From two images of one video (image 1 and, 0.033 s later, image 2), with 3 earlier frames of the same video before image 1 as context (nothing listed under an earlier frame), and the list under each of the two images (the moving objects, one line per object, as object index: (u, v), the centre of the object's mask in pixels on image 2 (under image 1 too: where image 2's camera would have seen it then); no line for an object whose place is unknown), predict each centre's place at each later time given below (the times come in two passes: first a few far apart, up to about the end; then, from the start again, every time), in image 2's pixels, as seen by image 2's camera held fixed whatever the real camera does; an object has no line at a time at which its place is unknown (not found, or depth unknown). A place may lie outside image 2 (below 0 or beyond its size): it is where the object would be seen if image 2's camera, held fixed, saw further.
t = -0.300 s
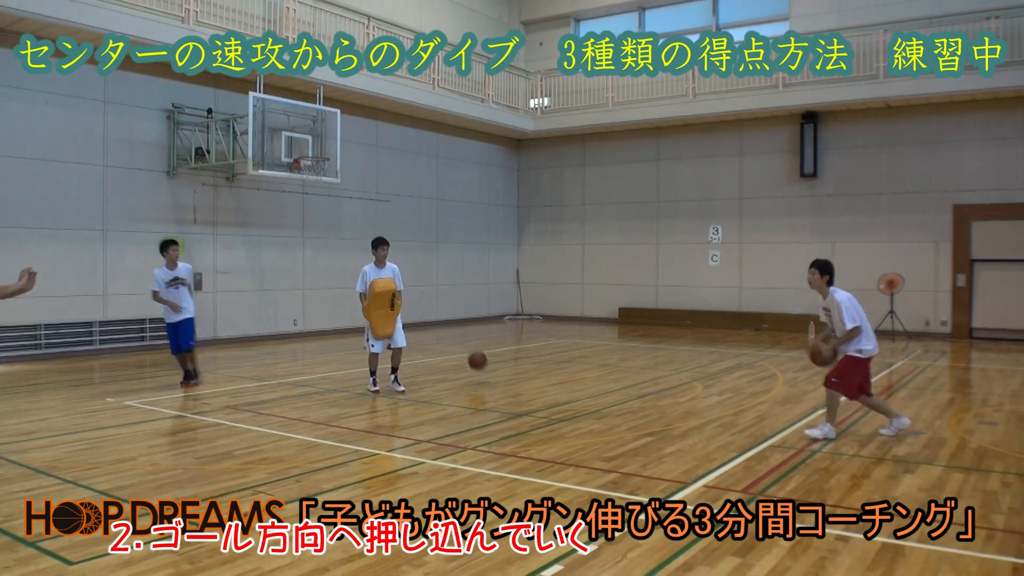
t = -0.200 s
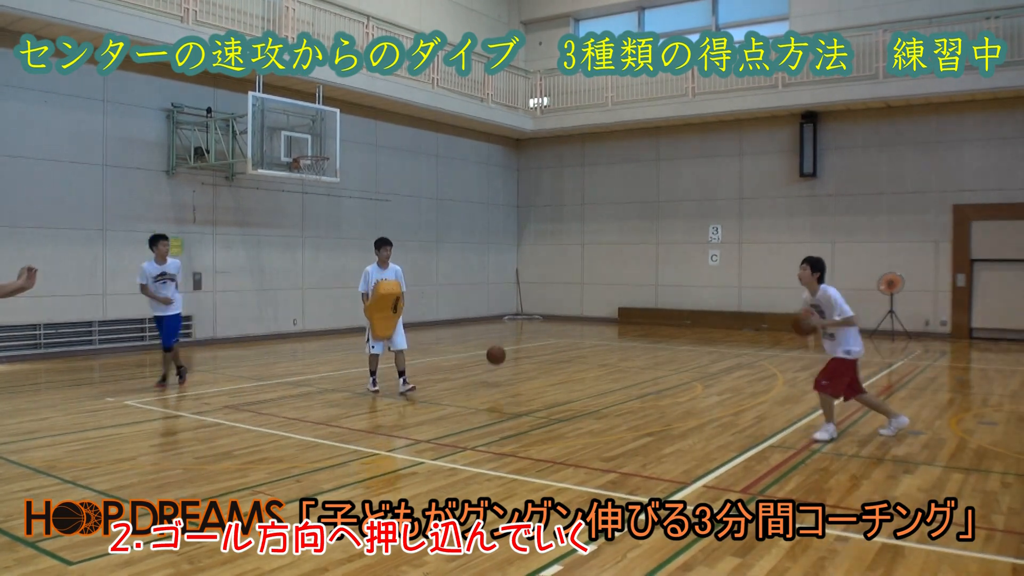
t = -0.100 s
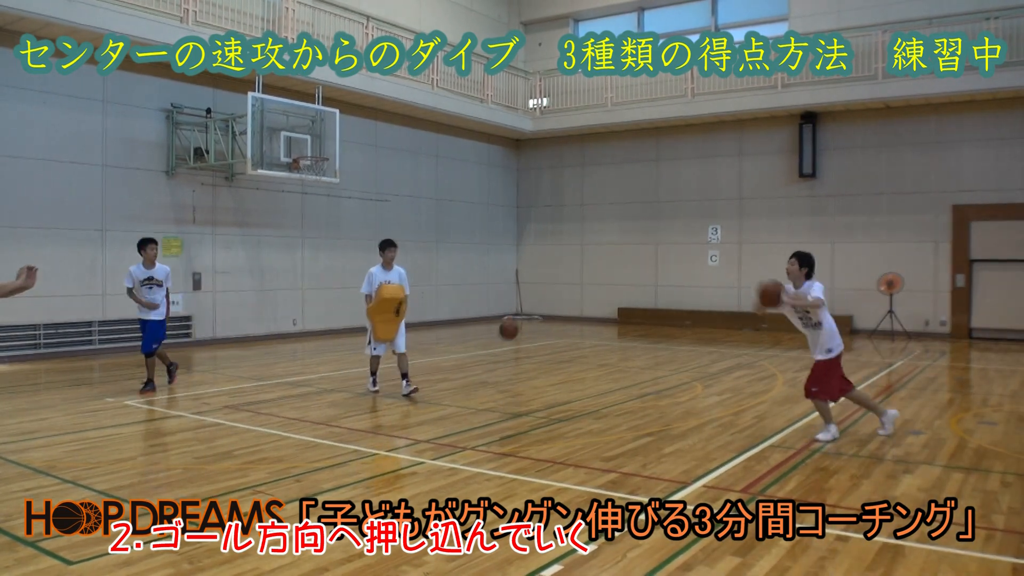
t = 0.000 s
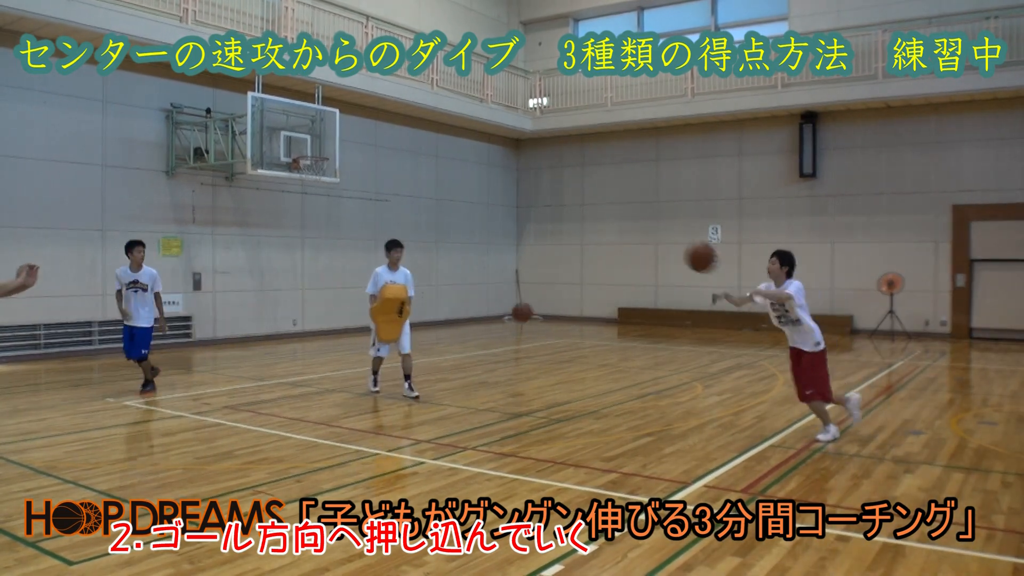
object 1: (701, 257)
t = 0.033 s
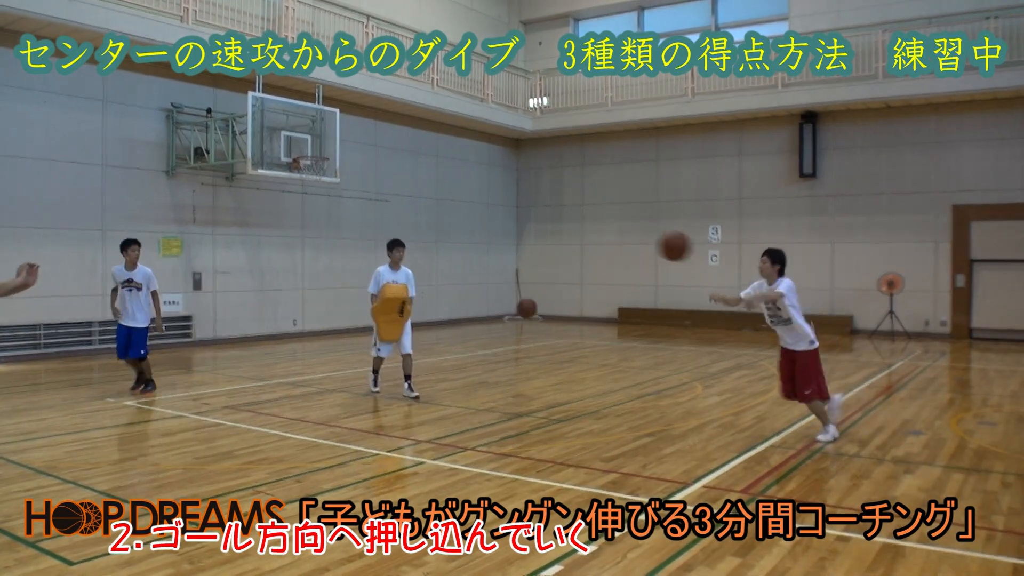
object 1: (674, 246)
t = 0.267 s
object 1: (464, 196)
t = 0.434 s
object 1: (283, 205)
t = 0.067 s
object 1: (647, 236)
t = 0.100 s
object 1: (619, 226)
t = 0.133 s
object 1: (590, 217)
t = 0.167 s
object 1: (560, 210)
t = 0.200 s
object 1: (529, 203)
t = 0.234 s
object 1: (497, 199)
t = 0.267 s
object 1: (464, 196)
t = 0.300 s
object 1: (429, 195)
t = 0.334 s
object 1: (395, 194)
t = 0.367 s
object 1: (357, 196)
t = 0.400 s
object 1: (320, 198)
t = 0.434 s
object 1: (283, 205)
